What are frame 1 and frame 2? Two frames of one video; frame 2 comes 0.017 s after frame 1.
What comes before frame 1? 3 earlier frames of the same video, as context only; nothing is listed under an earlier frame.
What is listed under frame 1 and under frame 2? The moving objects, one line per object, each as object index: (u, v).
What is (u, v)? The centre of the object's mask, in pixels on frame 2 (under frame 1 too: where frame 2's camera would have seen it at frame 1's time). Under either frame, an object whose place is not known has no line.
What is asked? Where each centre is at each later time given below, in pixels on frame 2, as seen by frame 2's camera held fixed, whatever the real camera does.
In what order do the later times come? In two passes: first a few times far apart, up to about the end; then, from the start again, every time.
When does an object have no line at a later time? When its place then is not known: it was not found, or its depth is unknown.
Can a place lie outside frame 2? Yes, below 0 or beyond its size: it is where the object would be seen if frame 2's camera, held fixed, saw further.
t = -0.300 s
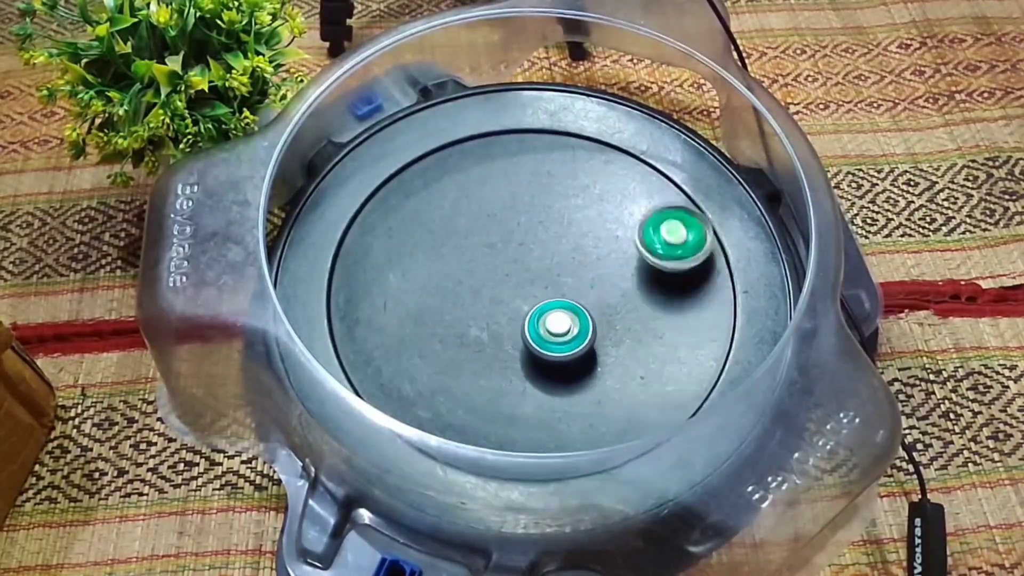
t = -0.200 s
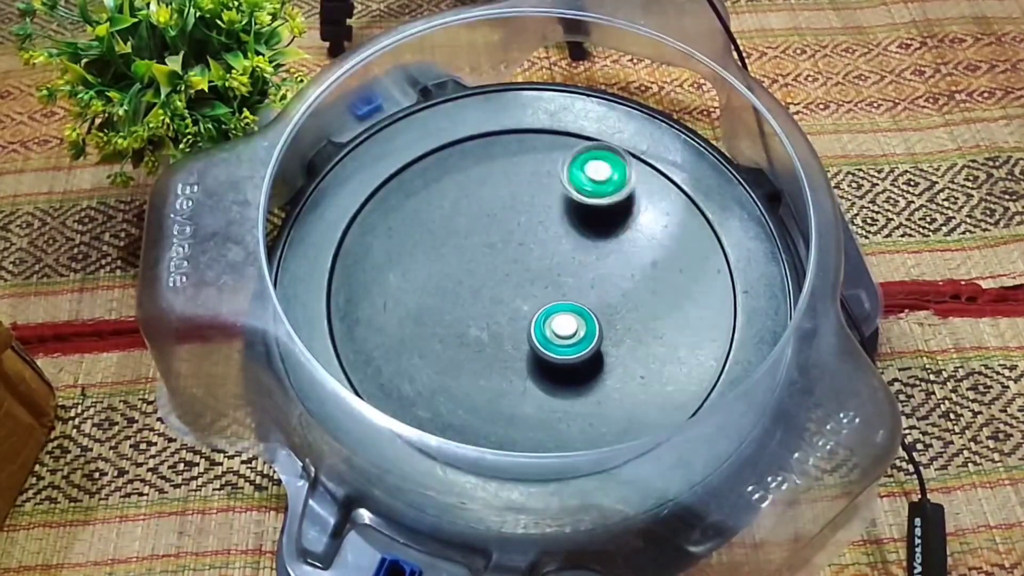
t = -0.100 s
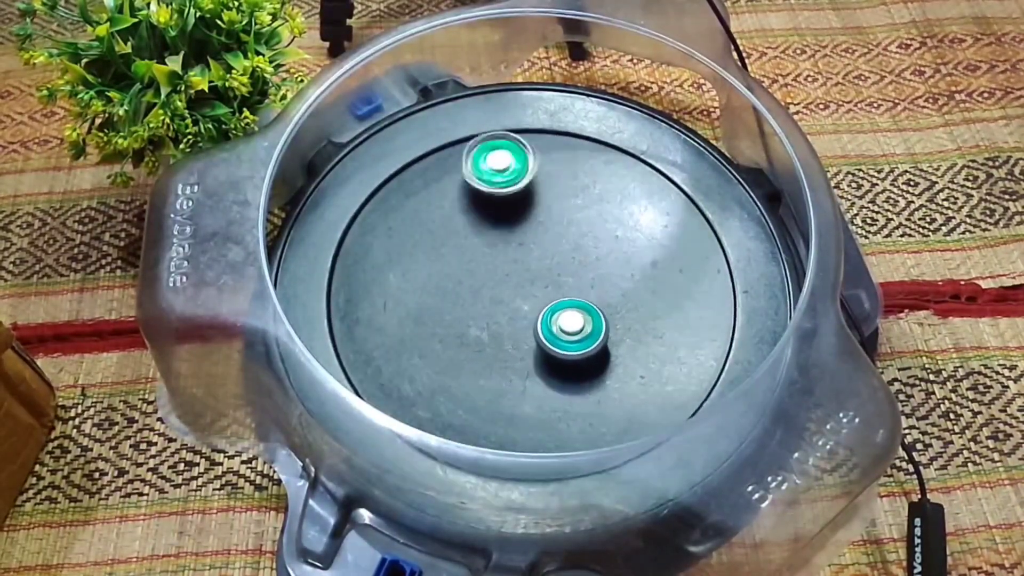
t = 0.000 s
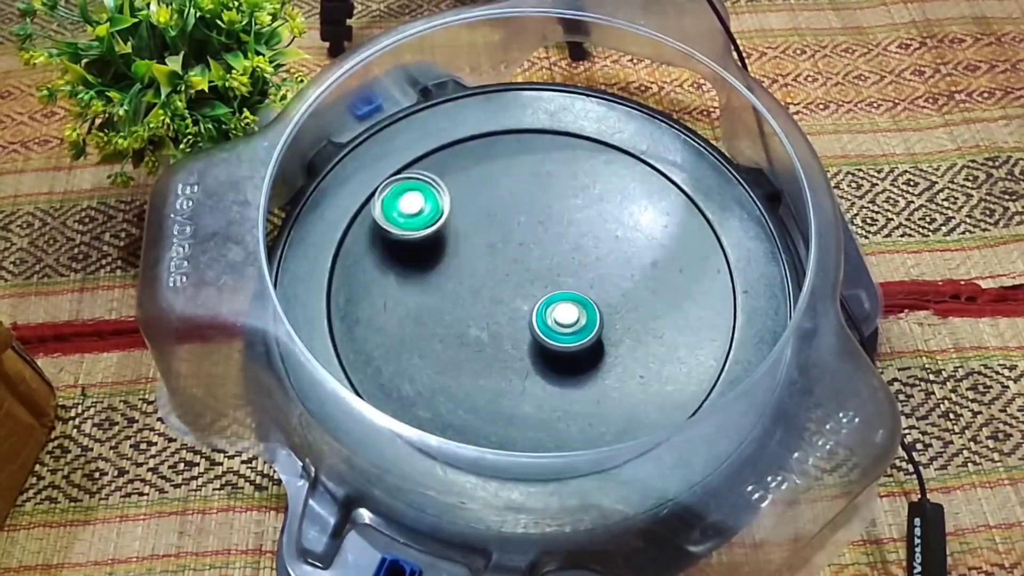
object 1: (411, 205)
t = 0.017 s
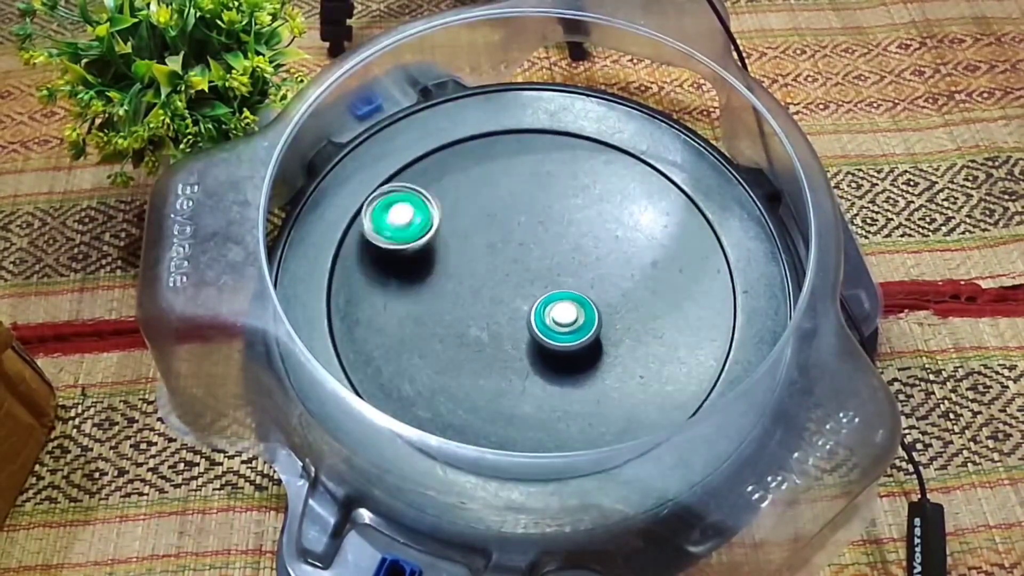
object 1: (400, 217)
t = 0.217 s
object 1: (435, 395)
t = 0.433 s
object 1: (665, 375)
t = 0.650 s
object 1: (625, 199)
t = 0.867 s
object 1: (429, 204)
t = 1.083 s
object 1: (424, 384)
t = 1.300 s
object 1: (648, 380)
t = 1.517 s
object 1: (615, 210)
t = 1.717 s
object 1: (443, 204)
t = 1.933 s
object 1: (414, 365)
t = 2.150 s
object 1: (621, 384)
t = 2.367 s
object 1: (612, 224)
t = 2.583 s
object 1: (443, 218)
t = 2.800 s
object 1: (435, 372)
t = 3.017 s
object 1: (630, 358)
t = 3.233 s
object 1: (588, 212)
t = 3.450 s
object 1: (430, 237)
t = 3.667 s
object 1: (471, 388)
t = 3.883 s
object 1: (642, 334)
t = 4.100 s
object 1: (699, 223)
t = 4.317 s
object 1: (533, 198)
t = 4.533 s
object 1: (438, 264)
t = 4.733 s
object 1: (435, 322)
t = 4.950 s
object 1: (551, 353)
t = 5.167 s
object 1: (478, 293)
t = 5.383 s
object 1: (447, 310)
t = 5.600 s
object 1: (514, 315)
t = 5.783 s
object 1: (553, 253)
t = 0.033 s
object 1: (391, 230)
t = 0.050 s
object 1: (384, 245)
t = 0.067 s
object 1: (379, 259)
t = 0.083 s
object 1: (376, 275)
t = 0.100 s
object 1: (374, 291)
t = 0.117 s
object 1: (375, 308)
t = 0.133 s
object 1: (379, 324)
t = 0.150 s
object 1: (385, 341)
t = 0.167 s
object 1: (394, 357)
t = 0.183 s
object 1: (405, 371)
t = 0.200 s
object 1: (419, 384)
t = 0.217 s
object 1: (435, 395)
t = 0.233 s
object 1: (452, 405)
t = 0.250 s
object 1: (471, 411)
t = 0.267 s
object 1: (490, 418)
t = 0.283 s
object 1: (511, 421)
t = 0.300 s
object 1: (530, 424)
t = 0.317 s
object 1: (552, 423)
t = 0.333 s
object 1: (570, 423)
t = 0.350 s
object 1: (590, 419)
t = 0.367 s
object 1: (607, 414)
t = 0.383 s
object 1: (625, 407)
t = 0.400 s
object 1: (639, 400)
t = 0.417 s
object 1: (655, 388)
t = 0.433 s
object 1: (665, 375)
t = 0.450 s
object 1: (674, 360)
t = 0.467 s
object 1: (681, 344)
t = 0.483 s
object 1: (687, 329)
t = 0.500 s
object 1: (689, 315)
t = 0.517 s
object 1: (689, 299)
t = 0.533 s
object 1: (688, 285)
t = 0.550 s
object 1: (684, 270)
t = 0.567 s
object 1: (678, 257)
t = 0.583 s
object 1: (671, 243)
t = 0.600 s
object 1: (663, 231)
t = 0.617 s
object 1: (652, 219)
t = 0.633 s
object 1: (639, 209)
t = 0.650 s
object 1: (625, 199)
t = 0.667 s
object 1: (613, 191)
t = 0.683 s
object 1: (597, 184)
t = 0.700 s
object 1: (583, 179)
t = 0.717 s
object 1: (566, 174)
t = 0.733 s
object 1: (550, 172)
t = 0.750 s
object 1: (533, 171)
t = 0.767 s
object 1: (517, 172)
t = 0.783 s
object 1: (502, 174)
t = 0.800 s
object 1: (486, 177)
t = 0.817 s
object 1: (470, 182)
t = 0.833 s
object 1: (456, 188)
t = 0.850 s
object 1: (442, 196)
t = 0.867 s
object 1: (429, 204)
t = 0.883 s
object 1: (417, 214)
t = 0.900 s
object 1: (407, 225)
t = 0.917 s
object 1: (398, 238)
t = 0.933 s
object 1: (391, 251)
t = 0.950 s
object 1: (386, 265)
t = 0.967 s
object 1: (383, 281)
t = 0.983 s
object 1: (382, 296)
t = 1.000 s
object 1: (383, 312)
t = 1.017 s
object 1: (386, 328)
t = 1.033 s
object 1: (393, 344)
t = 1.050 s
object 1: (400, 357)
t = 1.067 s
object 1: (412, 371)
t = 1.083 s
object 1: (424, 384)
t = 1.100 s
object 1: (441, 395)
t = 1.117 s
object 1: (456, 404)
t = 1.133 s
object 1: (475, 411)
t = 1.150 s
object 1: (493, 416)
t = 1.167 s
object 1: (512, 419)
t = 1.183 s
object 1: (532, 421)
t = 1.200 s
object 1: (551, 421)
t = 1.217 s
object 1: (571, 420)
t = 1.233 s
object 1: (588, 416)
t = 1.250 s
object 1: (607, 409)
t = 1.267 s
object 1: (622, 403)
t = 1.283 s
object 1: (635, 392)
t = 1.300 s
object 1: (648, 380)
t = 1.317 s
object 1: (657, 368)
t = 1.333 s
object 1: (664, 352)
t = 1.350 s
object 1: (669, 338)
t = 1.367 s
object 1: (671, 322)
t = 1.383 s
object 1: (673, 308)
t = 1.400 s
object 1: (671, 294)
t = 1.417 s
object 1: (668, 278)
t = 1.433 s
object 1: (663, 265)
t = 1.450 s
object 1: (655, 252)
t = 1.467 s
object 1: (647, 239)
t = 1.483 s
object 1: (638, 229)
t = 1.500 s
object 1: (627, 218)
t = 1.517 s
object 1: (615, 210)
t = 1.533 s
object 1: (602, 203)
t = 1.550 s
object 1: (588, 196)
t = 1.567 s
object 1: (574, 191)
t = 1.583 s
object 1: (560, 186)
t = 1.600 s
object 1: (544, 184)
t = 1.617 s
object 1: (529, 183)
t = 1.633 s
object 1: (515, 183)
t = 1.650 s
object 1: (499, 185)
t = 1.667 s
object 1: (485, 187)
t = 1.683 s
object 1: (470, 192)
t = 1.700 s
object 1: (456, 198)
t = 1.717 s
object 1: (443, 204)
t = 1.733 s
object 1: (431, 212)
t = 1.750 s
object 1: (420, 221)
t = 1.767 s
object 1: (411, 231)
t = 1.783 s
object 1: (403, 242)
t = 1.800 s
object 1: (397, 254)
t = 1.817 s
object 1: (392, 267)
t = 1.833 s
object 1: (389, 281)
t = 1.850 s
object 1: (388, 295)
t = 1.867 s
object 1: (389, 309)
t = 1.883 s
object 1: (393, 324)
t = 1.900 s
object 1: (398, 338)
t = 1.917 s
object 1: (405, 352)
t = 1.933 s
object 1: (414, 365)
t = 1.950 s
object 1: (425, 377)
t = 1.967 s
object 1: (440, 387)
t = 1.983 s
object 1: (454, 397)
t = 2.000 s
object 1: (470, 403)
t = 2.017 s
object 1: (489, 410)
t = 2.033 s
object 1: (506, 413)
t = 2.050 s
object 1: (523, 414)
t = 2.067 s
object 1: (544, 414)
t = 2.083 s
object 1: (560, 413)
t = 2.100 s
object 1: (577, 409)
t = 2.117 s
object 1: (595, 404)
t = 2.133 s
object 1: (608, 396)
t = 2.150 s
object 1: (621, 384)
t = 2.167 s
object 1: (633, 374)
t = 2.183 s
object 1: (641, 363)
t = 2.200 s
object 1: (648, 349)
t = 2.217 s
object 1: (654, 334)
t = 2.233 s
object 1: (656, 321)
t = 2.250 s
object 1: (656, 307)
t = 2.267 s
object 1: (655, 293)
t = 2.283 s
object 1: (653, 280)
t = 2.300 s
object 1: (647, 267)
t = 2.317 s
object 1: (641, 254)
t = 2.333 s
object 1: (632, 243)
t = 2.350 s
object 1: (623, 233)
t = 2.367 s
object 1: (612, 224)
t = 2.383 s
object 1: (601, 216)
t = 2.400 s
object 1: (590, 209)
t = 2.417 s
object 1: (575, 203)
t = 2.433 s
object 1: (562, 198)
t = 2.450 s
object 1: (549, 196)
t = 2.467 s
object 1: (535, 194)
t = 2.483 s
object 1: (521, 193)
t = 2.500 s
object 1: (507, 195)
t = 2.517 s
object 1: (493, 197)
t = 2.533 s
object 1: (480, 200)
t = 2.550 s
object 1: (467, 205)
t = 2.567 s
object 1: (454, 211)
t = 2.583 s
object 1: (443, 218)
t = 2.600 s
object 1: (432, 227)
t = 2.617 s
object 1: (422, 236)
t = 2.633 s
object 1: (414, 246)
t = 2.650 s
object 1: (408, 257)
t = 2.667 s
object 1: (403, 269)
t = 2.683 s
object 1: (400, 281)
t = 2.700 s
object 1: (399, 295)
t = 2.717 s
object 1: (400, 309)
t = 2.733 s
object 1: (403, 322)
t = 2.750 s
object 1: (409, 335)
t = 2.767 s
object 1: (416, 348)
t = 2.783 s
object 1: (425, 361)
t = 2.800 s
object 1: (435, 372)
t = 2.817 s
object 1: (451, 381)
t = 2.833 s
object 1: (465, 390)
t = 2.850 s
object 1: (479, 397)
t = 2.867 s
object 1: (496, 401)
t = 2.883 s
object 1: (516, 404)
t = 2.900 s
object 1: (532, 405)
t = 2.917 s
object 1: (549, 403)
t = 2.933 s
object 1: (565, 400)
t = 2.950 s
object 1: (582, 395)
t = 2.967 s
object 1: (597, 388)
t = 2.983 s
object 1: (609, 379)
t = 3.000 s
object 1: (620, 369)
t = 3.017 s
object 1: (630, 358)
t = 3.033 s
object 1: (638, 346)
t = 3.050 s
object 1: (642, 333)
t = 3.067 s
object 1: (646, 321)
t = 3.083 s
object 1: (648, 306)
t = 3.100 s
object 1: (648, 293)
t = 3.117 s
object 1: (644, 281)
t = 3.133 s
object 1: (641, 269)
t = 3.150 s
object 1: (635, 257)
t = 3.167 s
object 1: (627, 246)
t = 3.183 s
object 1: (619, 236)
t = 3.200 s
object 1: (610, 228)
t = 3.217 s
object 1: (600, 220)
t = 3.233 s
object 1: (588, 212)
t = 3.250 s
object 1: (576, 207)
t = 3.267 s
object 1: (563, 202)
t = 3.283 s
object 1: (550, 199)
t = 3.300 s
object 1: (536, 197)
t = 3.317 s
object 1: (524, 196)
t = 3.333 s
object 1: (511, 197)
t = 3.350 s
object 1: (497, 199)
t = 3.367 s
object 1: (484, 203)
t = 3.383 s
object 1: (472, 207)
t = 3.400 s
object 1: (460, 213)
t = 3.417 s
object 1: (449, 220)
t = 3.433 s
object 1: (438, 229)
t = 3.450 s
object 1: (430, 237)
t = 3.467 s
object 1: (422, 248)
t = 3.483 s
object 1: (416, 259)
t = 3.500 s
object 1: (412, 271)
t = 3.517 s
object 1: (409, 283)
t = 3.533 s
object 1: (408, 296)
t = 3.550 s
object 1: (410, 309)
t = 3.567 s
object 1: (413, 323)
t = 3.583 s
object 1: (417, 335)
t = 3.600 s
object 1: (424, 348)
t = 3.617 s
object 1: (433, 360)
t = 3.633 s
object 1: (446, 370)
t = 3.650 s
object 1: (458, 379)
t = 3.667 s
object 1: (471, 388)
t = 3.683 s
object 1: (486, 394)
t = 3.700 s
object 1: (502, 398)
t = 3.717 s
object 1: (519, 400)
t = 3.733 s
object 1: (536, 403)
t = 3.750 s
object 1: (553, 401)
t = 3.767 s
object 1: (568, 397)
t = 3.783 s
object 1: (582, 393)
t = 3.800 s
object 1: (596, 387)
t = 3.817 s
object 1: (609, 377)
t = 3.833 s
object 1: (620, 367)
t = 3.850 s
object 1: (629, 358)
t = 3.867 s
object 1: (637, 346)
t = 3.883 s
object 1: (642, 334)
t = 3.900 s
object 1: (645, 322)
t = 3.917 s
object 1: (665, 316)
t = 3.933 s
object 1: (681, 308)
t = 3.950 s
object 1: (697, 299)
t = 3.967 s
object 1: (709, 291)
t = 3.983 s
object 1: (718, 282)
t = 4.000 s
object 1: (725, 273)
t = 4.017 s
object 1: (730, 265)
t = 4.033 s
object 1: (732, 255)
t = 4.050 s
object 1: (724, 247)
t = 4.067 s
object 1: (717, 240)
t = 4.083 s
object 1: (708, 230)
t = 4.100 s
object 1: (699, 223)
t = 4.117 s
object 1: (690, 214)
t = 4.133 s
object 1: (679, 206)
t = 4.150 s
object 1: (666, 199)
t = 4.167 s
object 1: (654, 193)
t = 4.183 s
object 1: (641, 188)
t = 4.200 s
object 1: (628, 185)
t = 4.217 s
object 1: (615, 183)
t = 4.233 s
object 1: (601, 182)
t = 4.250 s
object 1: (587, 183)
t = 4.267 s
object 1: (573, 185)
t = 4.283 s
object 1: (559, 188)
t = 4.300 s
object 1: (546, 192)
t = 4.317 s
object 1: (533, 198)
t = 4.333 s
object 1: (521, 204)
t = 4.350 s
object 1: (510, 212)
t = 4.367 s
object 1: (500, 220)
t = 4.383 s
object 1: (490, 228)
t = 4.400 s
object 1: (482, 238)
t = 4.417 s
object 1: (476, 248)
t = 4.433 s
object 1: (470, 258)
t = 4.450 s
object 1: (465, 270)
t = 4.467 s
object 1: (461, 279)
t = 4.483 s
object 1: (454, 275)
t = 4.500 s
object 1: (448, 270)
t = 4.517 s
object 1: (443, 267)
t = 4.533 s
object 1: (438, 264)
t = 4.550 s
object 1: (434, 264)
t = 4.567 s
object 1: (431, 263)
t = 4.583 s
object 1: (429, 264)
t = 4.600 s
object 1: (427, 266)
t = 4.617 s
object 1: (426, 269)
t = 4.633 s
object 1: (425, 273)
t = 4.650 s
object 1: (425, 279)
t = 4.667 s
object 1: (425, 286)
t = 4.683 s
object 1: (427, 293)
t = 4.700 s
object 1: (428, 303)
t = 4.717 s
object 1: (430, 312)
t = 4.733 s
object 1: (435, 322)
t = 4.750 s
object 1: (440, 331)
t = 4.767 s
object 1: (447, 340)
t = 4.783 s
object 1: (457, 348)
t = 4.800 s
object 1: (467, 354)
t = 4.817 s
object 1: (478, 360)
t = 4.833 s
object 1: (490, 364)
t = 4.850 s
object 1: (501, 366)
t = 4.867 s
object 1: (514, 368)
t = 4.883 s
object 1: (527, 367)
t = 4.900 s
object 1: (540, 367)
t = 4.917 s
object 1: (553, 363)
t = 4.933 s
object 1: (561, 357)
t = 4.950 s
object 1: (551, 353)
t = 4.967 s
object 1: (541, 346)
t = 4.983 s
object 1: (532, 339)
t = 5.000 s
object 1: (525, 334)
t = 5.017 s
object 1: (519, 328)
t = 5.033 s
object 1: (514, 323)
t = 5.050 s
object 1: (509, 317)
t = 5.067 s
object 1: (503, 312)
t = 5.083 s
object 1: (500, 307)
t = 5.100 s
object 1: (495, 303)
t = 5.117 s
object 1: (491, 300)
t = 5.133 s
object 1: (486, 297)
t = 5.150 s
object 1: (482, 296)
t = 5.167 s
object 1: (478, 293)
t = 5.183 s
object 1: (473, 293)
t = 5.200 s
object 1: (469, 291)
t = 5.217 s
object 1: (464, 291)
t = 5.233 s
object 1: (461, 291)
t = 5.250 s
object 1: (456, 290)
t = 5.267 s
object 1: (453, 292)
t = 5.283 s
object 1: (451, 292)
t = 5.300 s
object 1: (448, 294)
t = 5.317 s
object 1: (447, 297)
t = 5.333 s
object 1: (446, 299)
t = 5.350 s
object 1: (447, 304)
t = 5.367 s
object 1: (447, 306)
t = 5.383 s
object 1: (447, 310)
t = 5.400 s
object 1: (449, 312)
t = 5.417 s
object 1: (450, 315)
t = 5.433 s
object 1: (454, 318)
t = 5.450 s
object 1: (456, 320)
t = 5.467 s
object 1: (462, 322)
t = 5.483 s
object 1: (467, 322)
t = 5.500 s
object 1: (473, 324)
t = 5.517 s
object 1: (480, 324)
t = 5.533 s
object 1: (487, 325)
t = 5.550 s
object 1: (494, 324)
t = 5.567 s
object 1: (500, 322)
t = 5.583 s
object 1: (508, 319)
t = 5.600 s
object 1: (514, 315)
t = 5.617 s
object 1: (521, 312)
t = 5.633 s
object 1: (526, 307)
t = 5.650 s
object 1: (532, 303)
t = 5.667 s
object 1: (537, 297)
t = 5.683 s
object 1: (541, 292)
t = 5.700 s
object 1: (546, 285)
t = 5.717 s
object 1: (549, 279)
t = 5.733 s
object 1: (551, 273)
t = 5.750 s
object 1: (553, 266)
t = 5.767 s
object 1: (553, 260)
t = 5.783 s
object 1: (553, 253)
